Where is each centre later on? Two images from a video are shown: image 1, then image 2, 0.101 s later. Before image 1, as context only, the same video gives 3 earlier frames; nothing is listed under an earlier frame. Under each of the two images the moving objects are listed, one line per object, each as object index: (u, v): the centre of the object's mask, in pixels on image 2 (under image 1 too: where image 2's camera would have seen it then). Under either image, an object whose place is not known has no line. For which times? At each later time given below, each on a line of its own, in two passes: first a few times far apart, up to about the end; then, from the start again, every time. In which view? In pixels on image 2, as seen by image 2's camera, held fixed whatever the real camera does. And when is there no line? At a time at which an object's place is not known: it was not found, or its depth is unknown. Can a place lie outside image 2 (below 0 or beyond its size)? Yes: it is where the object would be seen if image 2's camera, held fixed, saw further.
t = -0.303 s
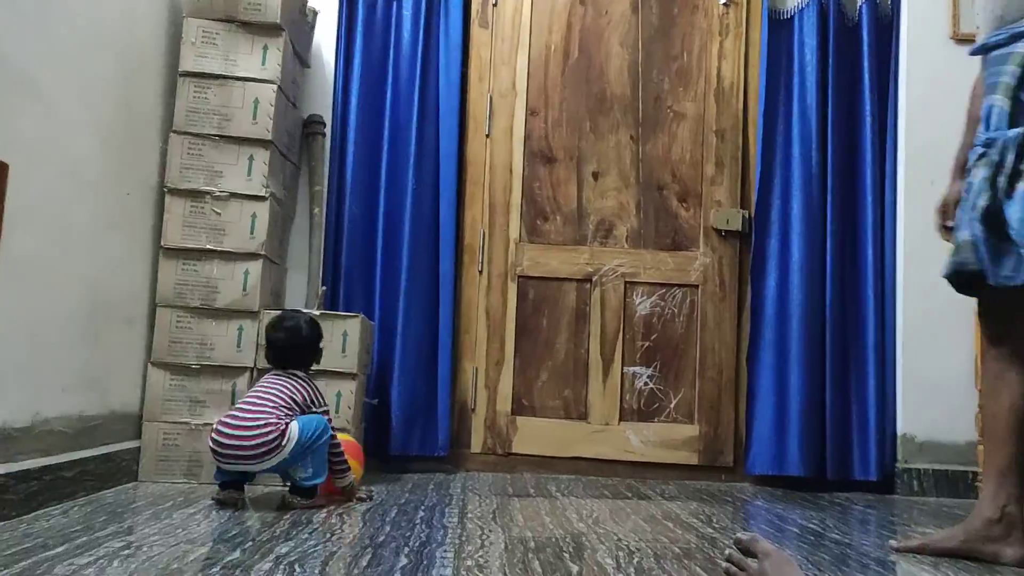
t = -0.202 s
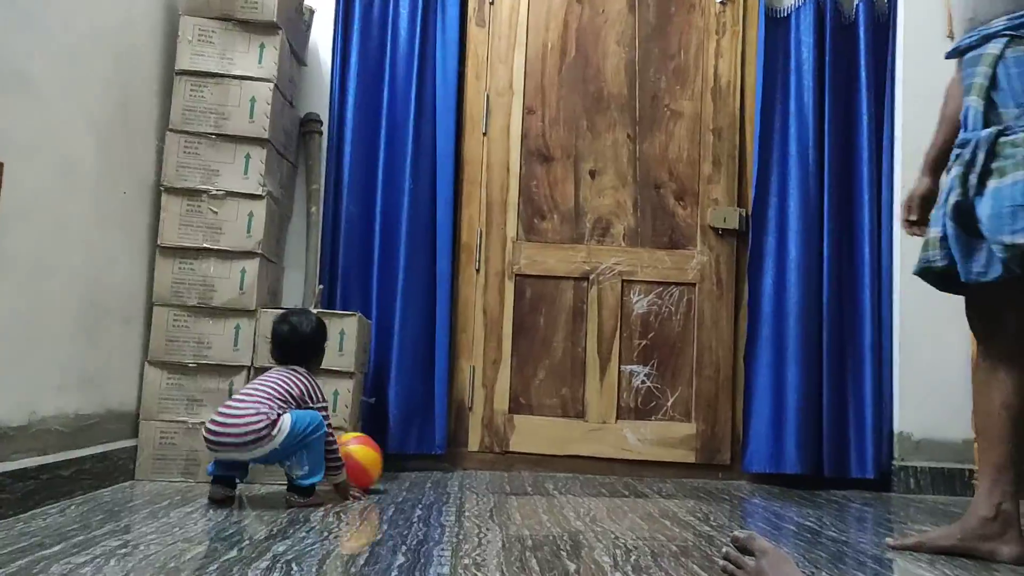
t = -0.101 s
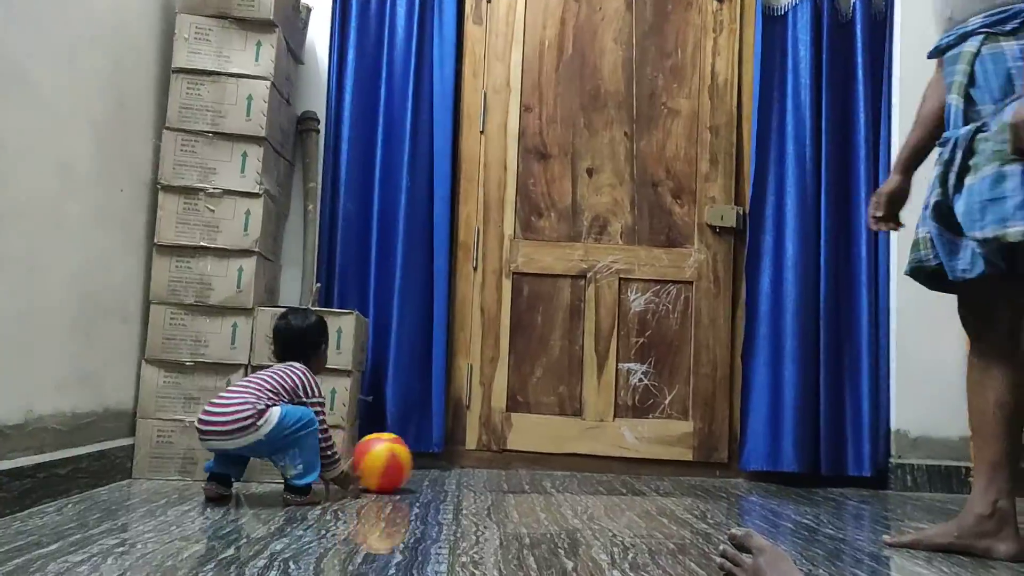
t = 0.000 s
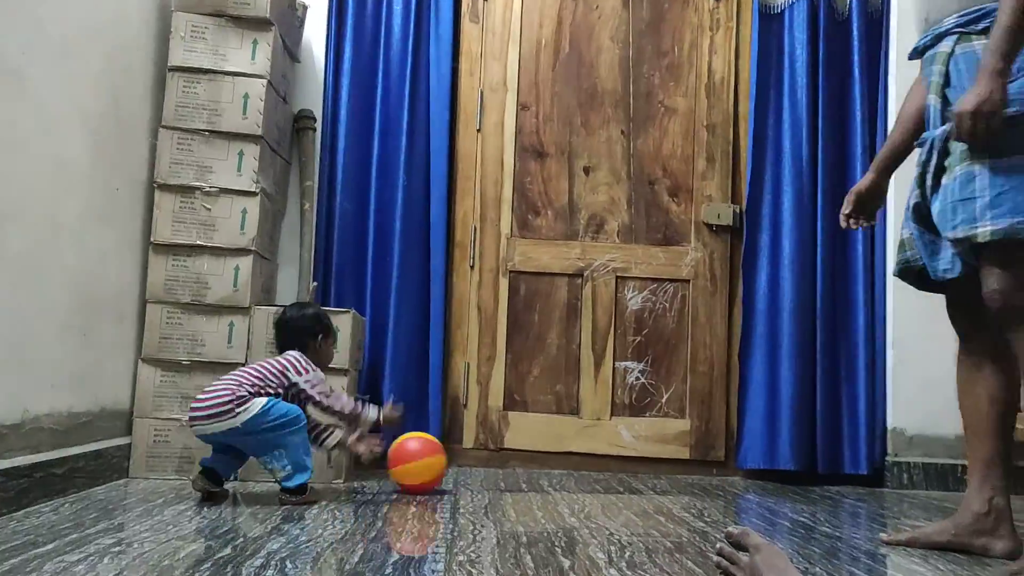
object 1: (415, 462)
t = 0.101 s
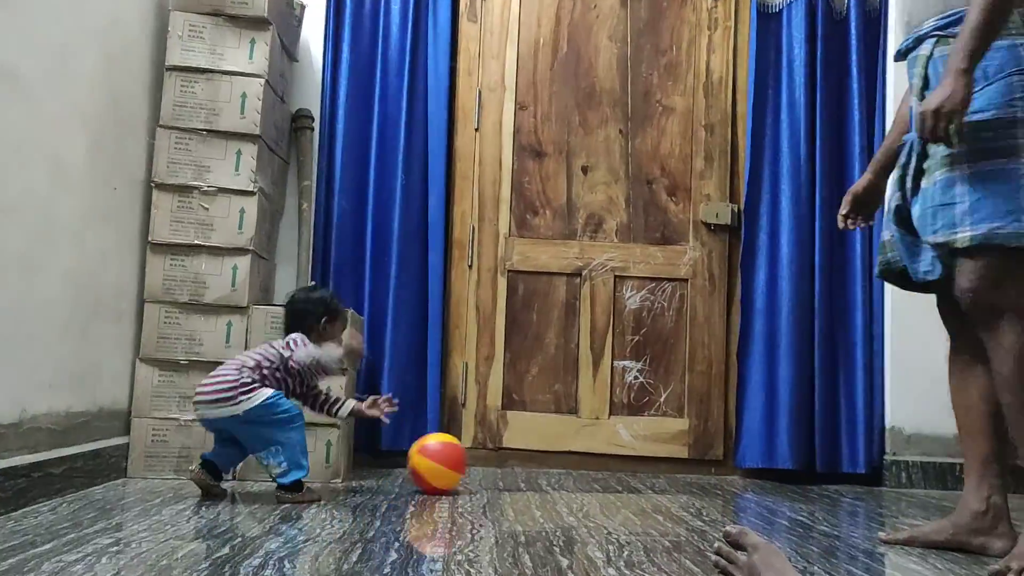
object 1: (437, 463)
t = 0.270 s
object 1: (473, 465)
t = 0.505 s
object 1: (530, 468)
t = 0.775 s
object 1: (588, 471)
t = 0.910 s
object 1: (616, 473)
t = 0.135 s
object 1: (444, 463)
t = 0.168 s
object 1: (451, 464)
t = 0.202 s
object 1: (458, 465)
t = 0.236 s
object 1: (466, 465)
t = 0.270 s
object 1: (473, 465)
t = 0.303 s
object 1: (481, 465)
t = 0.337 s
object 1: (489, 466)
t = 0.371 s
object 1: (496, 466)
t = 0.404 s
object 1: (504, 467)
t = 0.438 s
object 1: (513, 466)
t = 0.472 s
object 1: (522, 467)
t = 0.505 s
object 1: (530, 468)
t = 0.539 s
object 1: (538, 468)
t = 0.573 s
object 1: (545, 468)
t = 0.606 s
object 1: (553, 469)
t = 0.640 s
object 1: (560, 469)
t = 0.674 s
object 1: (567, 469)
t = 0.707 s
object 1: (575, 470)
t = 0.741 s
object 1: (581, 470)
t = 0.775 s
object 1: (588, 471)
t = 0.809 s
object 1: (595, 471)
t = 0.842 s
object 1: (602, 472)
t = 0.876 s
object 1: (609, 472)
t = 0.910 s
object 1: (616, 473)
